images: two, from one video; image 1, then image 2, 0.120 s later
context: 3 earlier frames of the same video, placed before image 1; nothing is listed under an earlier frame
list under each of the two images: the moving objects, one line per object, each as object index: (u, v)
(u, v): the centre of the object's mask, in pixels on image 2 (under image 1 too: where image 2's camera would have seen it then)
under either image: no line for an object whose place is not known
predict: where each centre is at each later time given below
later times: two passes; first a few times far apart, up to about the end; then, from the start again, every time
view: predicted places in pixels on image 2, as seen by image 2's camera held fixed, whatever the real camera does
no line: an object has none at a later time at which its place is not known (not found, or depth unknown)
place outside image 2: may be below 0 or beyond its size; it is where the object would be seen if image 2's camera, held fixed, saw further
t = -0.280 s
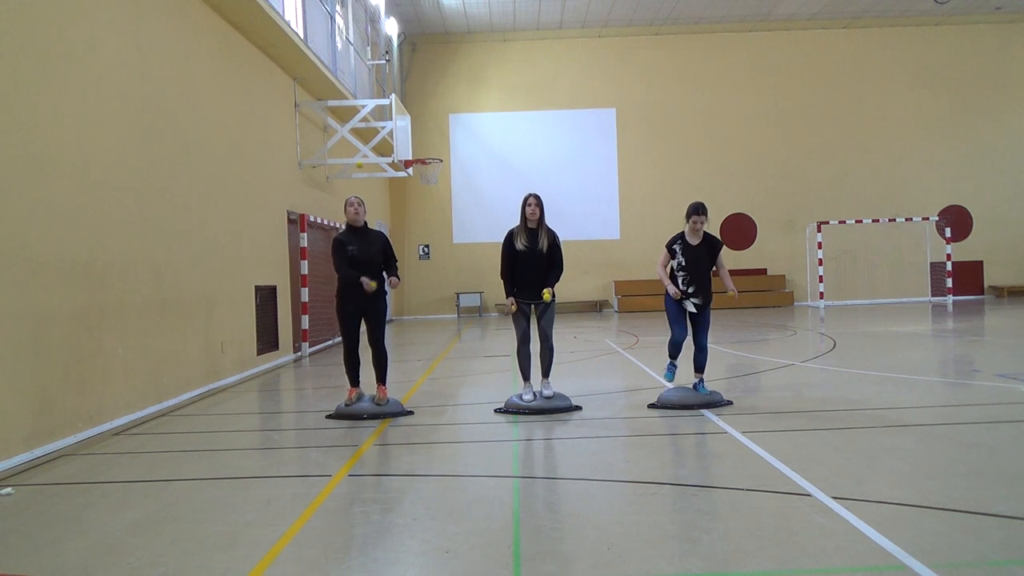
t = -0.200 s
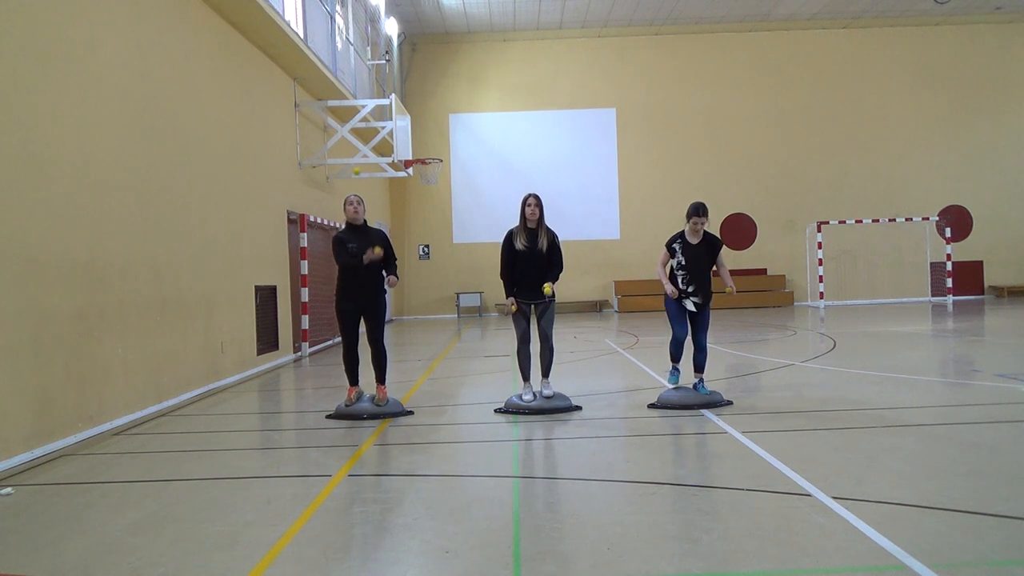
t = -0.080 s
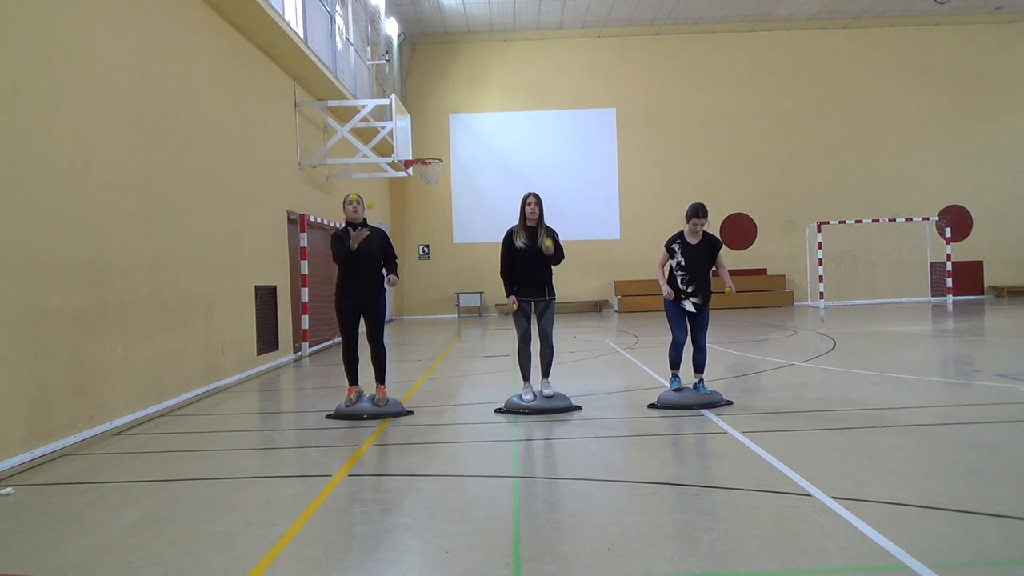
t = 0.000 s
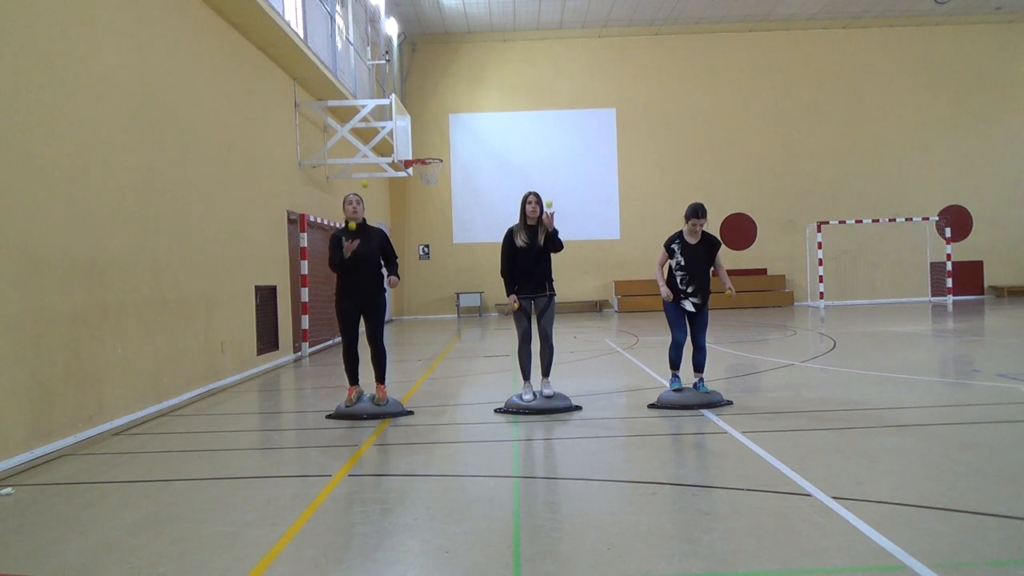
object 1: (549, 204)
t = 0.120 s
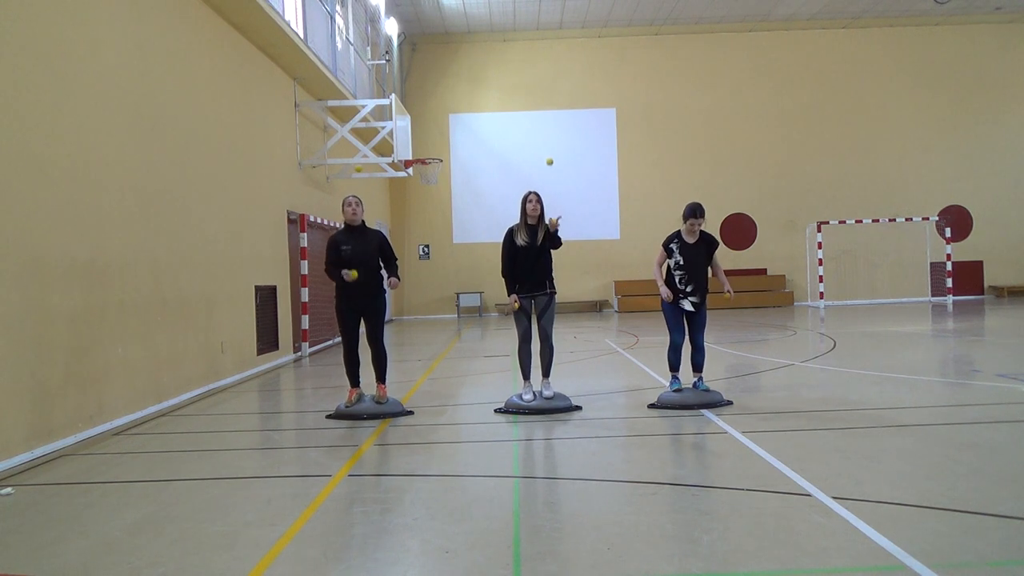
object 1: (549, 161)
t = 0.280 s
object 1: (552, 134)
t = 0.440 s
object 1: (556, 140)
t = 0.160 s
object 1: (550, 151)
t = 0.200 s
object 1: (551, 144)
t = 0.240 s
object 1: (552, 138)
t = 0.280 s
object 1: (552, 134)
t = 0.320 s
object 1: (553, 132)
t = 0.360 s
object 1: (554, 133)
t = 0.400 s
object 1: (555, 135)
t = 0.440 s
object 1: (556, 140)
